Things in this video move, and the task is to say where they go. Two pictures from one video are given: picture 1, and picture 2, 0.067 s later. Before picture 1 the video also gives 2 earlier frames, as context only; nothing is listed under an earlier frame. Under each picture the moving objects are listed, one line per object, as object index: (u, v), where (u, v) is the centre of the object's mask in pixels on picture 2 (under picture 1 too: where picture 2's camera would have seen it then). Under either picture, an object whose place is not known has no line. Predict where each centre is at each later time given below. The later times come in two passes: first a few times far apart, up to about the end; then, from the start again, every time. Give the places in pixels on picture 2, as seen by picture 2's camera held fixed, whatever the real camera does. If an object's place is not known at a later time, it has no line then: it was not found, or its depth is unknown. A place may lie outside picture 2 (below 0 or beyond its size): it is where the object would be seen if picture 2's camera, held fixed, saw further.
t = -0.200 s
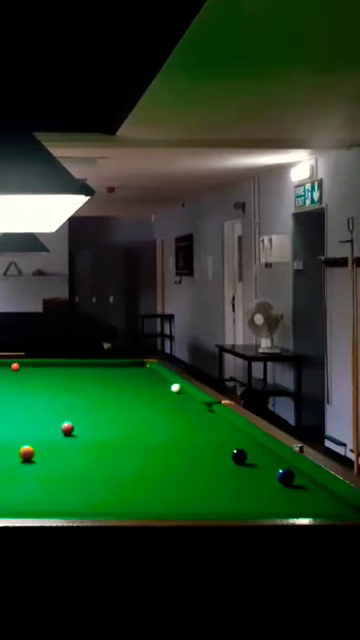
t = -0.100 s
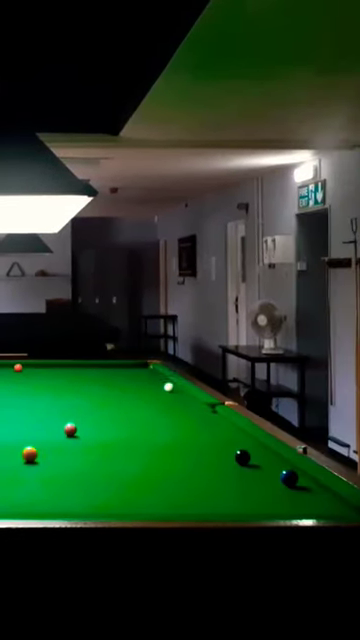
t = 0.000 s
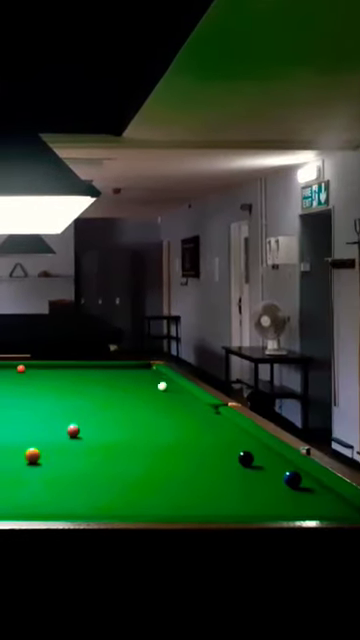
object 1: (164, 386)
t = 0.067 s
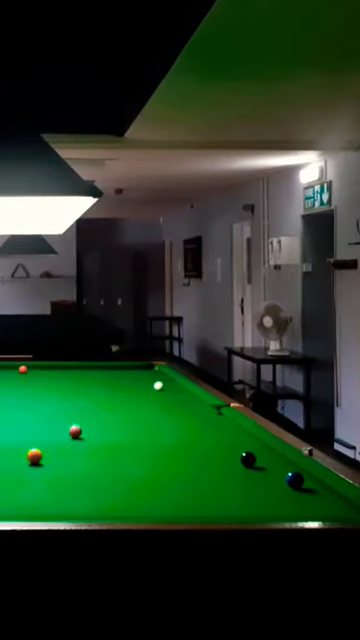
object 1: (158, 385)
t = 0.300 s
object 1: (138, 381)
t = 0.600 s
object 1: (115, 377)
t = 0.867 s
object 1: (97, 374)
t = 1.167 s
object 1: (79, 370)
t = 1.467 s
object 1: (63, 368)
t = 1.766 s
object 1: (48, 366)
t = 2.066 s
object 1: (36, 367)
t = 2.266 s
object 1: (29, 369)
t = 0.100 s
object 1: (155, 385)
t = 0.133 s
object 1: (152, 384)
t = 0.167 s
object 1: (149, 383)
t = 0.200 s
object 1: (146, 383)
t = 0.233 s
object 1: (143, 383)
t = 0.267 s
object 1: (141, 382)
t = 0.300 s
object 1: (138, 381)
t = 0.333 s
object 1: (135, 381)
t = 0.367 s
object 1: (133, 380)
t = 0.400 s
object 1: (130, 380)
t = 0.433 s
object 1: (128, 380)
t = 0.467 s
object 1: (125, 379)
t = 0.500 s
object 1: (123, 378)
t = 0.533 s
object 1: (120, 378)
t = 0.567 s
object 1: (118, 377)
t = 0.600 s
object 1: (115, 377)
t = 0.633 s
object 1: (113, 377)
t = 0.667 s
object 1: (111, 376)
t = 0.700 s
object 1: (108, 376)
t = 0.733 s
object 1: (106, 375)
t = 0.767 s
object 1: (104, 375)
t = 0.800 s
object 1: (101, 375)
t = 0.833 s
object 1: (99, 374)
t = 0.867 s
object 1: (97, 374)
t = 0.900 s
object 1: (95, 373)
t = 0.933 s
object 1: (93, 373)
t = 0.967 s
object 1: (91, 373)
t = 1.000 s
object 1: (89, 372)
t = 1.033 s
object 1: (87, 372)
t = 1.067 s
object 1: (85, 372)
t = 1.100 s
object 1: (83, 371)
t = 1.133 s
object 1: (81, 371)
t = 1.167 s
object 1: (79, 370)
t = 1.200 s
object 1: (77, 370)
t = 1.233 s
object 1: (75, 370)
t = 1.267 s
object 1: (73, 370)
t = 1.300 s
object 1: (72, 369)
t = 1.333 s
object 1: (70, 369)
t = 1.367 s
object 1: (68, 369)
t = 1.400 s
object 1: (66, 368)
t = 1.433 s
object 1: (64, 368)
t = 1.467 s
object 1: (63, 368)
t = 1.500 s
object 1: (61, 367)
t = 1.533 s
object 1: (59, 367)
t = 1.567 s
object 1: (57, 367)
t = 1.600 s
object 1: (55, 367)
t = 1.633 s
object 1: (54, 367)
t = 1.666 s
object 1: (52, 366)
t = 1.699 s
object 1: (51, 366)
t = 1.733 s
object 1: (49, 366)
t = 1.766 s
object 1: (48, 366)
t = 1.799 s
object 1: (46, 366)
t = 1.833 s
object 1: (45, 366)
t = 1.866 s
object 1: (44, 366)
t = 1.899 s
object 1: (43, 366)
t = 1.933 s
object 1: (41, 366)
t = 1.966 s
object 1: (40, 367)
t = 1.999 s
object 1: (39, 367)
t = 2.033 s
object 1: (37, 367)
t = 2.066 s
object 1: (36, 367)
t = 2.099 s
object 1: (35, 368)
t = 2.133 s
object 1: (34, 368)
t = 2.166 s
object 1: (33, 368)
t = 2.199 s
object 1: (31, 369)
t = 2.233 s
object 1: (30, 369)
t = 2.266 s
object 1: (29, 369)
